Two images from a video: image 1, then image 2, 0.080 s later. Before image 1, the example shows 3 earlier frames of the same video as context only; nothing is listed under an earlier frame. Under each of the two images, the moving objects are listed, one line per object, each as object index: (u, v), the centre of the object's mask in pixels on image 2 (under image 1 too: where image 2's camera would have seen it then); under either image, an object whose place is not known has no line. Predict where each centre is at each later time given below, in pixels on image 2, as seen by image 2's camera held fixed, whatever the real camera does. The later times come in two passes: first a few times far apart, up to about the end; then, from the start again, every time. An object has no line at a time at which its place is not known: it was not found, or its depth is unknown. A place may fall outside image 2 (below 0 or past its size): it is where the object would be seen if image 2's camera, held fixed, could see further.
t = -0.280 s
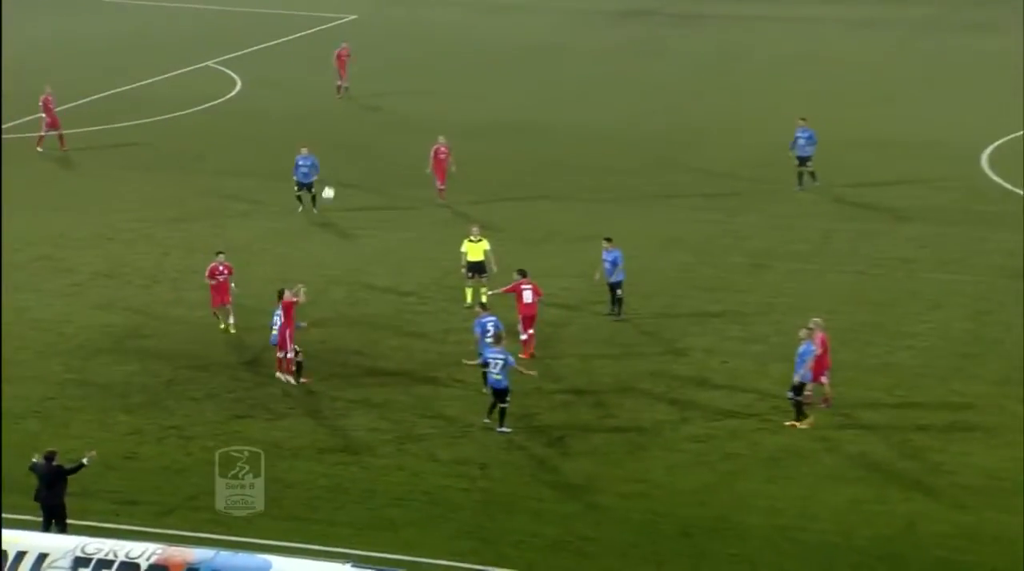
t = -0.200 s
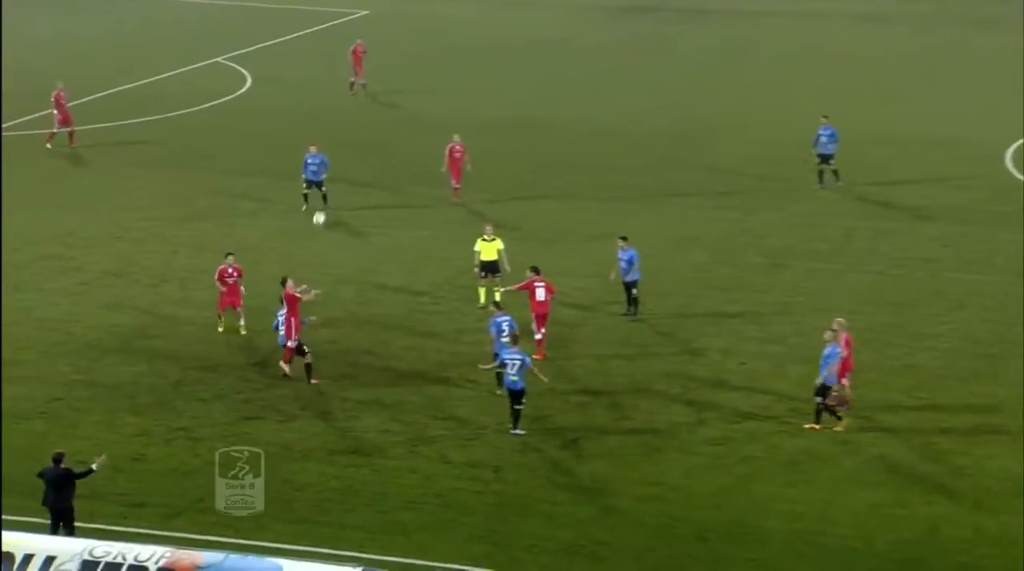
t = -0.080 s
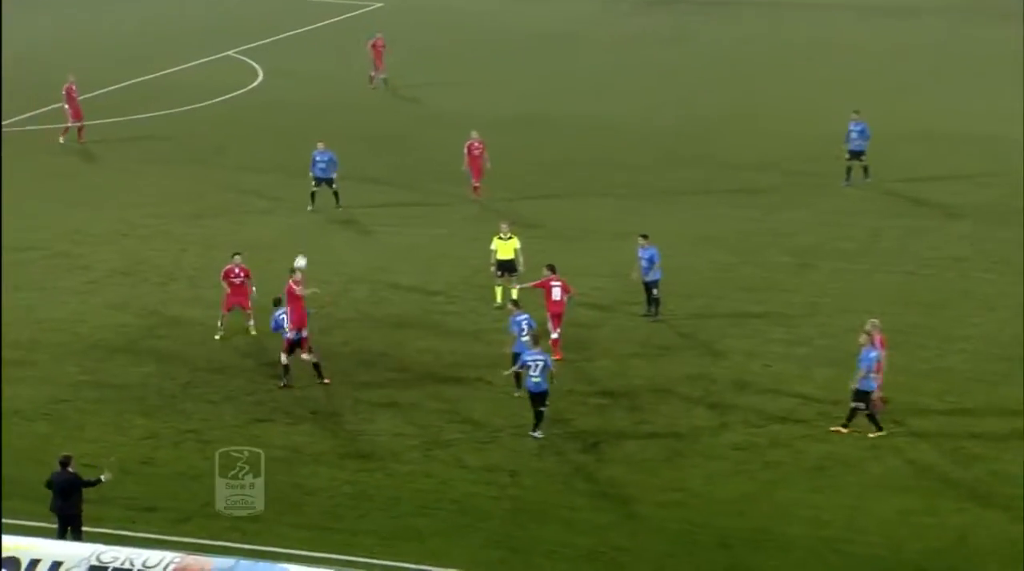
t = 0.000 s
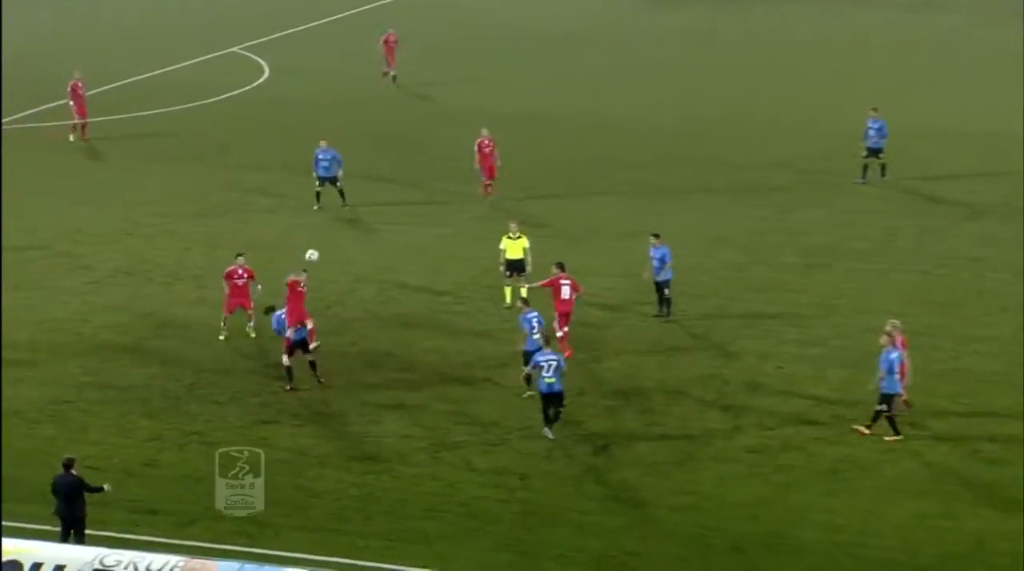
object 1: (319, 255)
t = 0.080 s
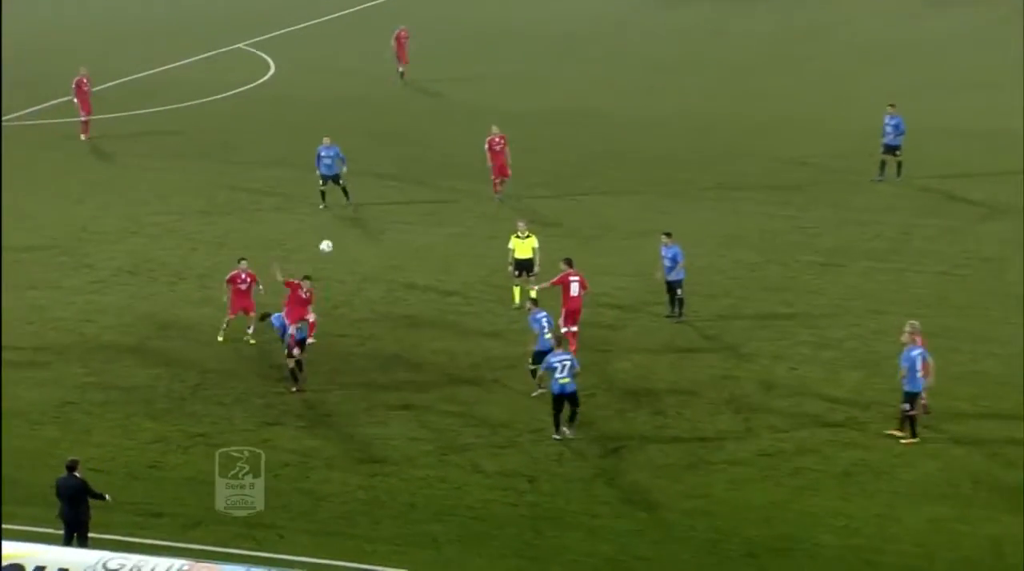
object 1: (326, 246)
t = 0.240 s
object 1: (343, 239)
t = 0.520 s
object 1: (371, 263)
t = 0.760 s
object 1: (395, 319)
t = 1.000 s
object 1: (417, 408)
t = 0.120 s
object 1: (330, 243)
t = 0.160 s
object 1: (334, 241)
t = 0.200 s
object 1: (339, 239)
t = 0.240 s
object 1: (343, 239)
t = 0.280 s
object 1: (347, 240)
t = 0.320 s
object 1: (351, 242)
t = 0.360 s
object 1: (356, 245)
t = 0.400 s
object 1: (360, 248)
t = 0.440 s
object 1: (363, 252)
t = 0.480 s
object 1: (368, 257)
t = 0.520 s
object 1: (371, 263)
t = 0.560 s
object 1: (375, 270)
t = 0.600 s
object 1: (379, 278)
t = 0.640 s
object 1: (383, 288)
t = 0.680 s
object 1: (387, 297)
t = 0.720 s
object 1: (391, 308)
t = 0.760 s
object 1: (395, 319)
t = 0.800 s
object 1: (399, 333)
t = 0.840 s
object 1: (403, 346)
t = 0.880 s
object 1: (406, 360)
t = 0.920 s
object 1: (410, 374)
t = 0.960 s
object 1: (414, 391)
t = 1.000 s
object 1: (417, 408)
